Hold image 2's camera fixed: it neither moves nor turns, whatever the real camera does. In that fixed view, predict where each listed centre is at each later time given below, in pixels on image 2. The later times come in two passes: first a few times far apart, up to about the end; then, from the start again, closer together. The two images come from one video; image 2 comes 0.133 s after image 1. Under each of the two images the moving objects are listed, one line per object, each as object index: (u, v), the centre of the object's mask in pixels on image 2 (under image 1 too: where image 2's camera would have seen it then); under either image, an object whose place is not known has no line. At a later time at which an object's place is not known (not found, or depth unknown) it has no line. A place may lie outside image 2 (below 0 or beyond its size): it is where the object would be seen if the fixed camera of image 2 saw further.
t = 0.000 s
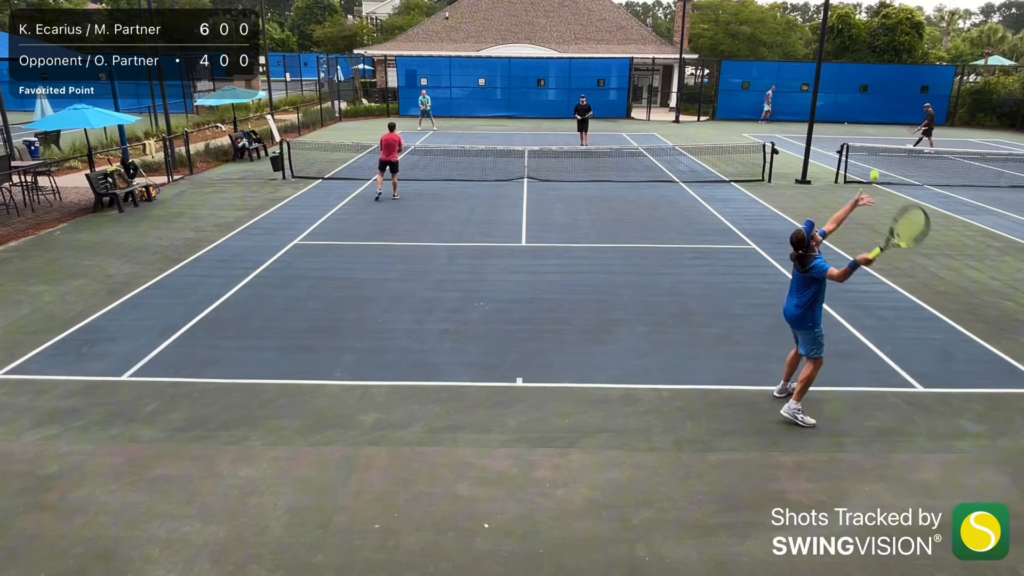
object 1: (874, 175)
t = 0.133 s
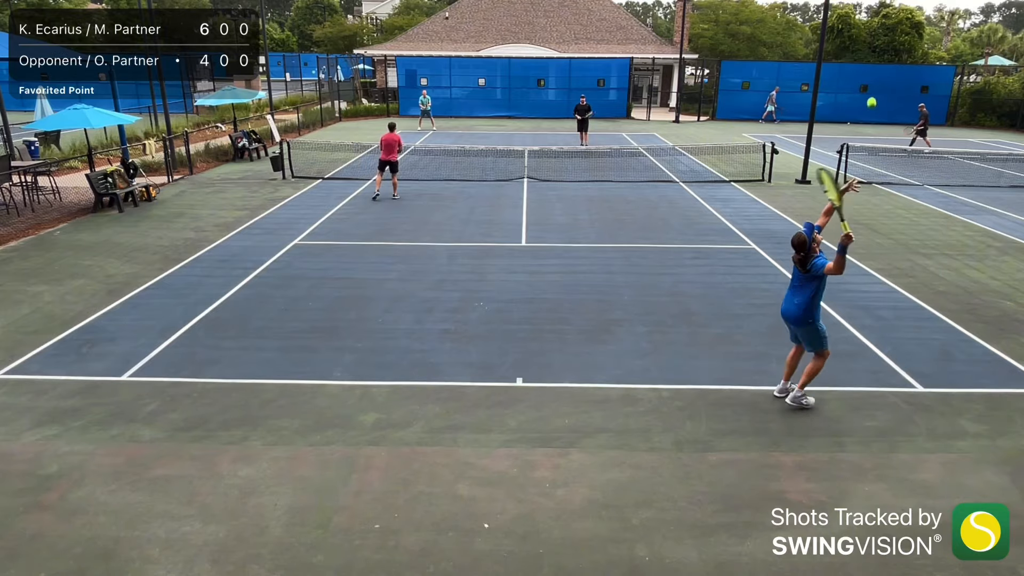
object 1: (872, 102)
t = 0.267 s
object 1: (865, 48)
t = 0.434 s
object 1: (852, 8)
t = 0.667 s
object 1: (827, 5)
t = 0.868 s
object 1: (795, 59)
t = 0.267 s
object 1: (865, 48)
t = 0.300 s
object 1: (863, 37)
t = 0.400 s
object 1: (855, 13)
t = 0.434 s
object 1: (852, 8)
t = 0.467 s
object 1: (849, 4)
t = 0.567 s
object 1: (837, 2)
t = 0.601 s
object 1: (833, 2)
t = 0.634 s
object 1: (831, 3)
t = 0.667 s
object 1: (827, 5)
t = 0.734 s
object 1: (816, 20)
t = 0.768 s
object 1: (810, 27)
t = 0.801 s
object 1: (805, 37)
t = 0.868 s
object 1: (795, 59)
